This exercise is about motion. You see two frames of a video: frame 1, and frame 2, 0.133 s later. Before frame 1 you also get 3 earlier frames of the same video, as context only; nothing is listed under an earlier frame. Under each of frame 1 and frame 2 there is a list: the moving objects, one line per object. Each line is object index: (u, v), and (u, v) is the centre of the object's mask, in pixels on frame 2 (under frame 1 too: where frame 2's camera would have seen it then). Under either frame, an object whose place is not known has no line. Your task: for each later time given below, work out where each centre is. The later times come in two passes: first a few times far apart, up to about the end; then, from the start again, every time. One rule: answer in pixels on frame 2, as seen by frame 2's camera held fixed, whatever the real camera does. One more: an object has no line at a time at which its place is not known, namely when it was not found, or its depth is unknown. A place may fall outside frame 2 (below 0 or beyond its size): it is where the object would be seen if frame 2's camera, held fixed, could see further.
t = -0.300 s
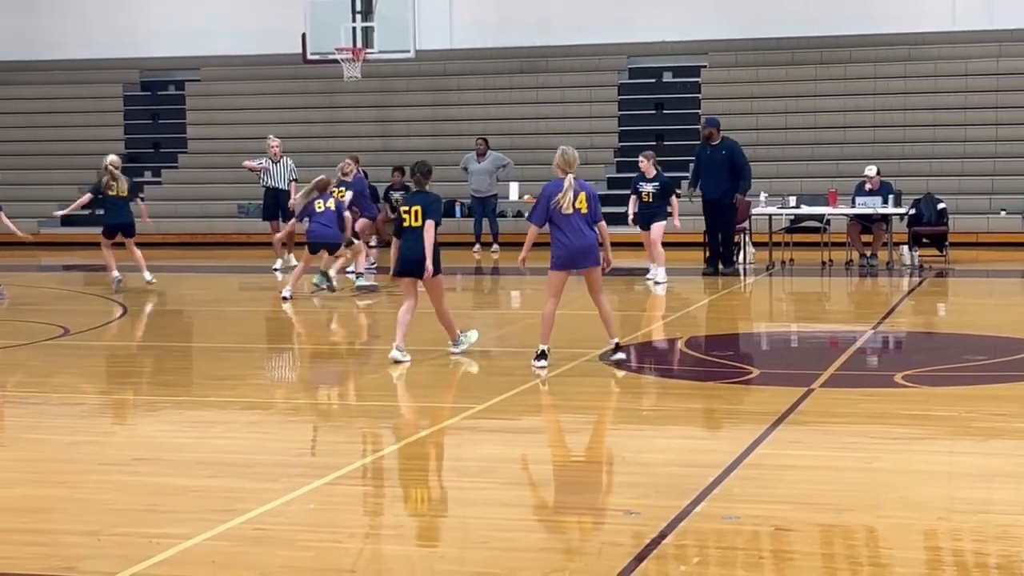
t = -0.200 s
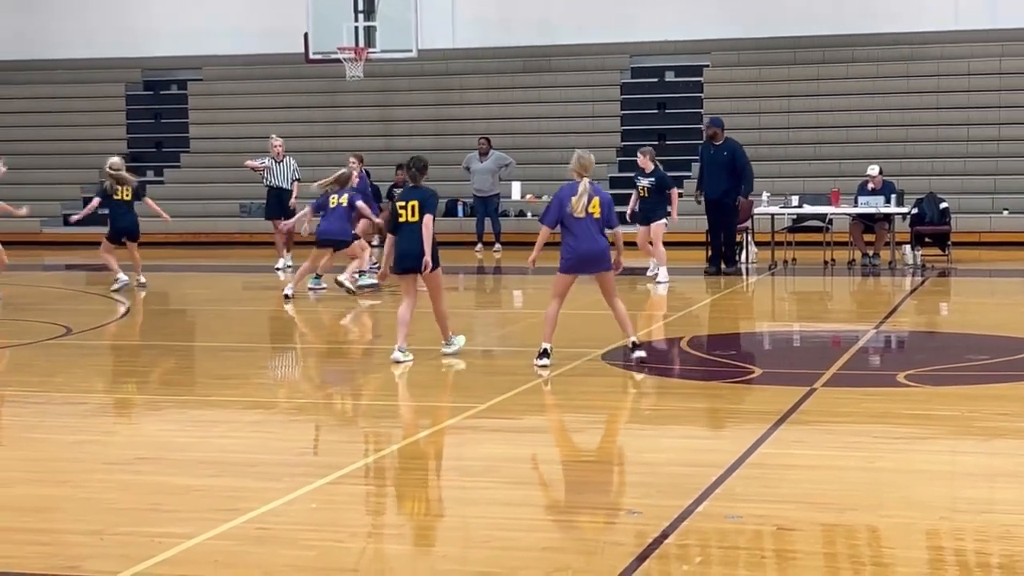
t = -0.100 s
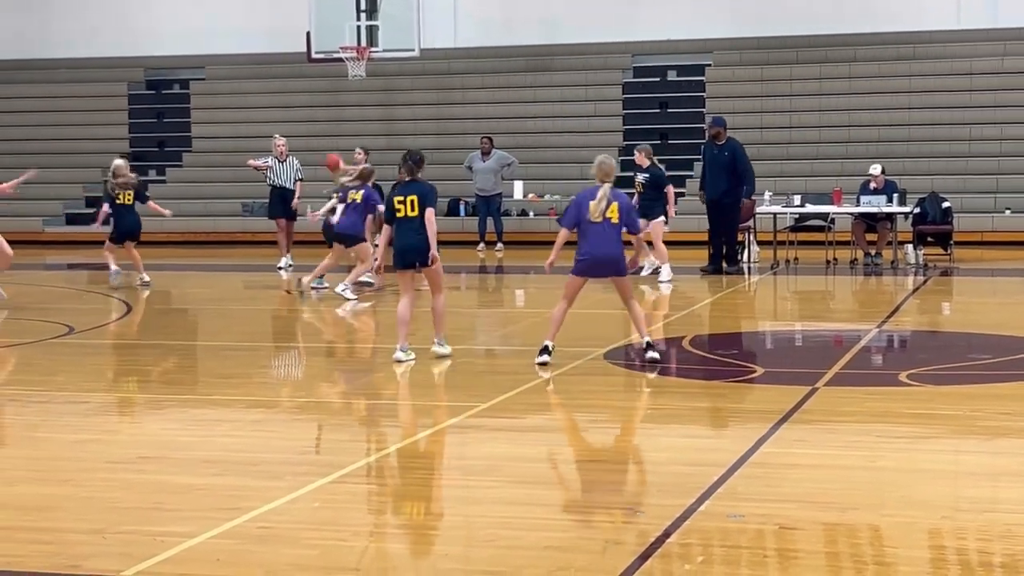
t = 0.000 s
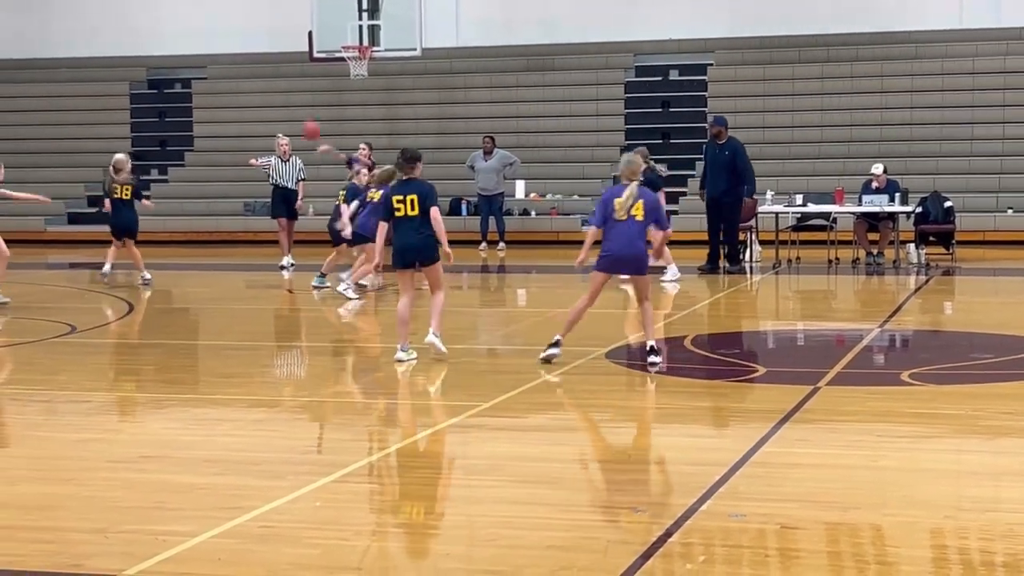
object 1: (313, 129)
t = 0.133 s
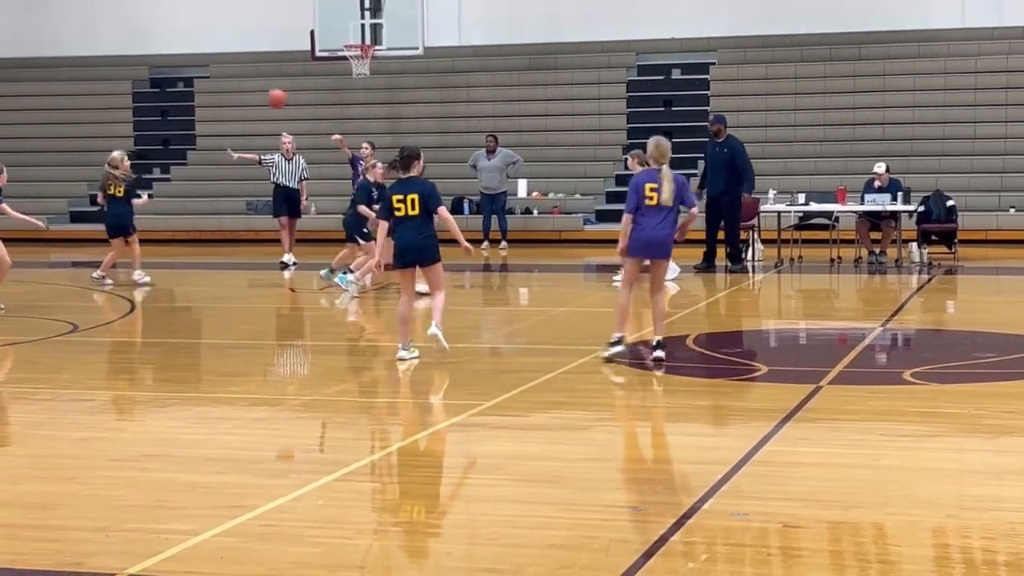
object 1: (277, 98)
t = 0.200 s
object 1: (257, 88)
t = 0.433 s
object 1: (184, 81)
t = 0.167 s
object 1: (267, 93)
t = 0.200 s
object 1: (257, 88)
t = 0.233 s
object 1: (246, 84)
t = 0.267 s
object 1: (237, 81)
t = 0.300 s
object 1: (226, 79)
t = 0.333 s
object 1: (216, 79)
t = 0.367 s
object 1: (206, 78)
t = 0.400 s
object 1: (196, 79)
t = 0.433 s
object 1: (184, 81)
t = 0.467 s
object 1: (173, 85)
